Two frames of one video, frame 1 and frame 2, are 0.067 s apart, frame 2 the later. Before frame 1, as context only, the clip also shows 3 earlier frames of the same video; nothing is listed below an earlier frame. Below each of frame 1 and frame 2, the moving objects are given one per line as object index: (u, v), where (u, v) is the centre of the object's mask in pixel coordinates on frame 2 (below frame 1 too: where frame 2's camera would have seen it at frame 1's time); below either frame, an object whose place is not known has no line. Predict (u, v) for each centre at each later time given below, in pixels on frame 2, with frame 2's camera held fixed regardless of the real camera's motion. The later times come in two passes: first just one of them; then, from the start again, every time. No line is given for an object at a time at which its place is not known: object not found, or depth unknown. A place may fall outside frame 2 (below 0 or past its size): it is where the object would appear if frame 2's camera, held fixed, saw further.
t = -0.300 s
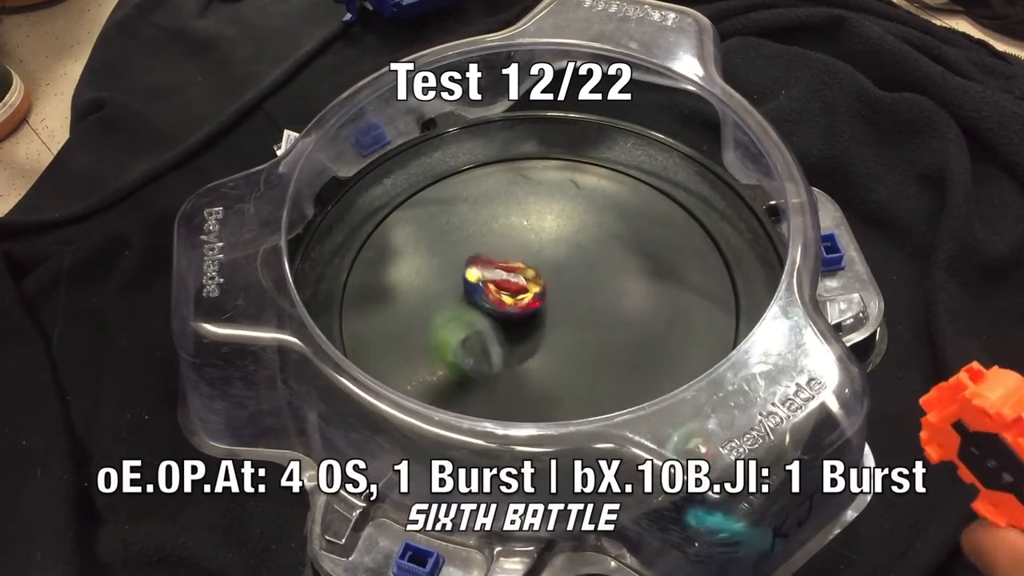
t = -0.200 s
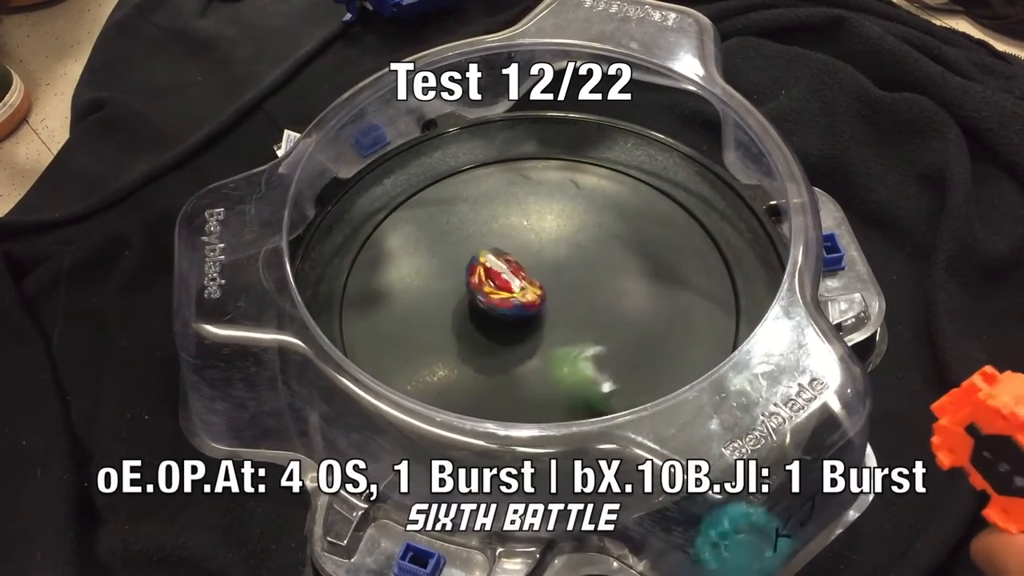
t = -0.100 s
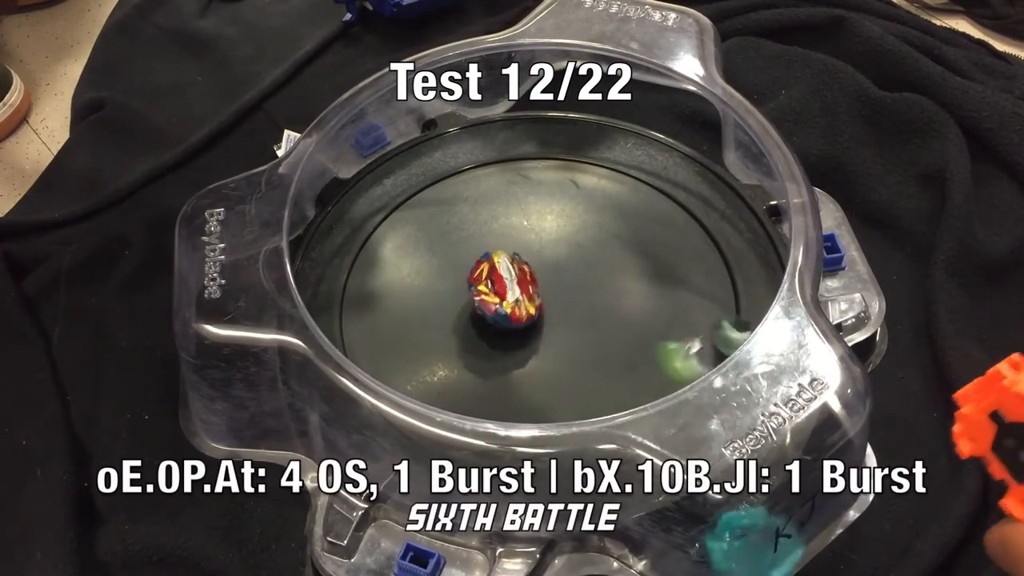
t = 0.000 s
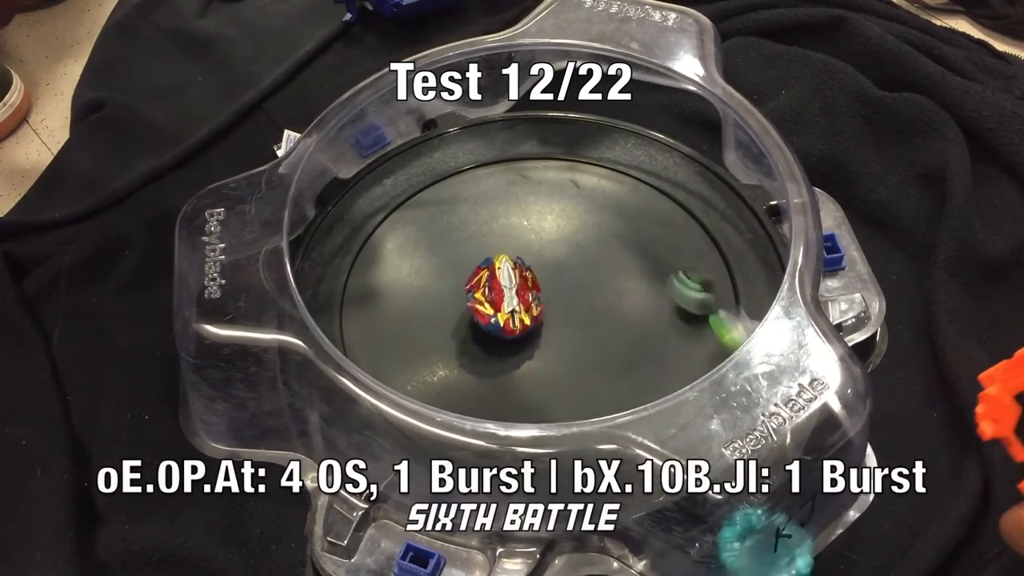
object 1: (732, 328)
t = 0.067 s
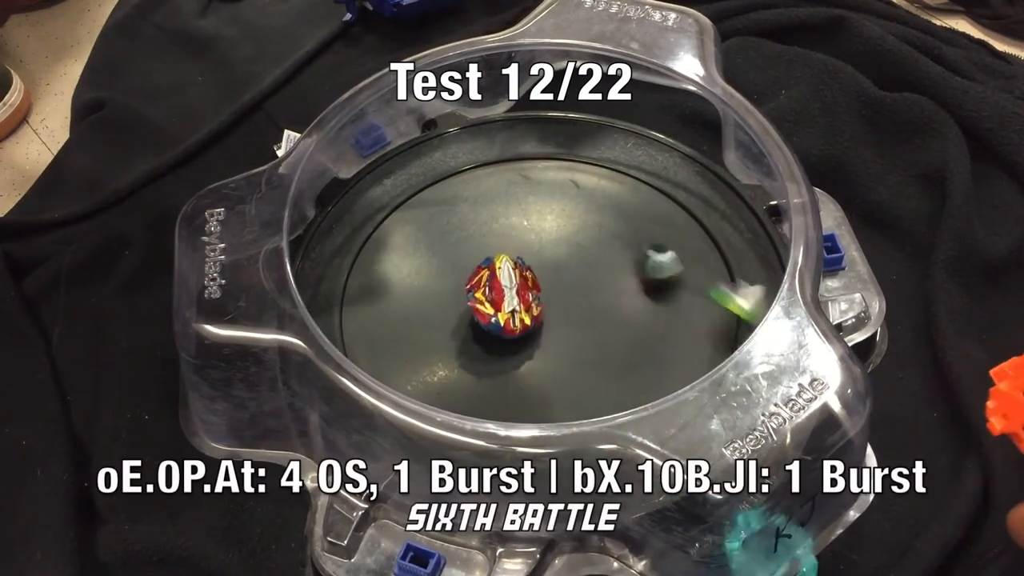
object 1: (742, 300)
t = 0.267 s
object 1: (627, 247)
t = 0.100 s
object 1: (736, 292)
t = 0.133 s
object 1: (725, 277)
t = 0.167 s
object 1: (702, 264)
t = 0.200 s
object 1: (680, 257)
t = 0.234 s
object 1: (653, 251)
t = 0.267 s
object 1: (627, 247)
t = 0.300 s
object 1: (599, 243)
